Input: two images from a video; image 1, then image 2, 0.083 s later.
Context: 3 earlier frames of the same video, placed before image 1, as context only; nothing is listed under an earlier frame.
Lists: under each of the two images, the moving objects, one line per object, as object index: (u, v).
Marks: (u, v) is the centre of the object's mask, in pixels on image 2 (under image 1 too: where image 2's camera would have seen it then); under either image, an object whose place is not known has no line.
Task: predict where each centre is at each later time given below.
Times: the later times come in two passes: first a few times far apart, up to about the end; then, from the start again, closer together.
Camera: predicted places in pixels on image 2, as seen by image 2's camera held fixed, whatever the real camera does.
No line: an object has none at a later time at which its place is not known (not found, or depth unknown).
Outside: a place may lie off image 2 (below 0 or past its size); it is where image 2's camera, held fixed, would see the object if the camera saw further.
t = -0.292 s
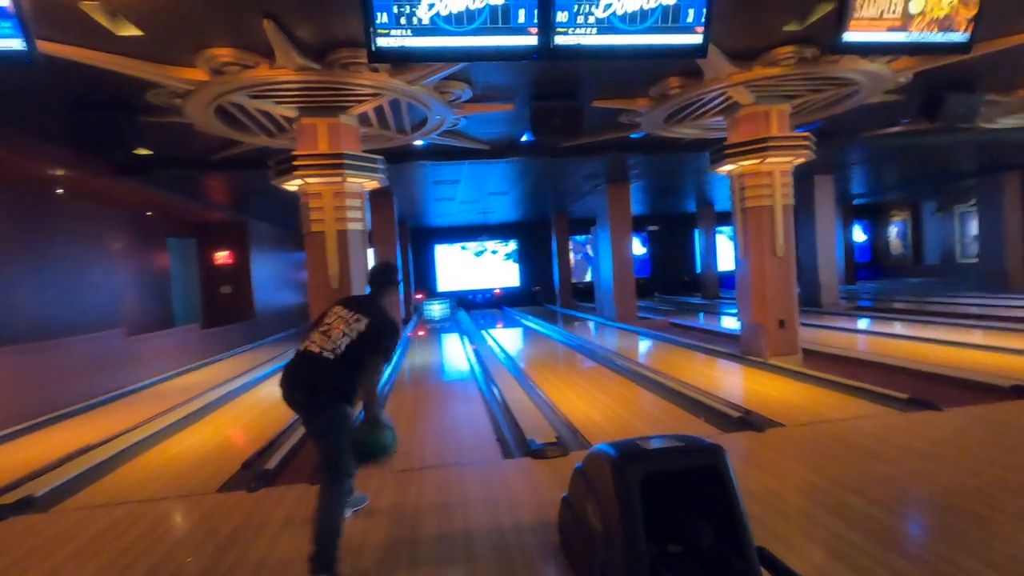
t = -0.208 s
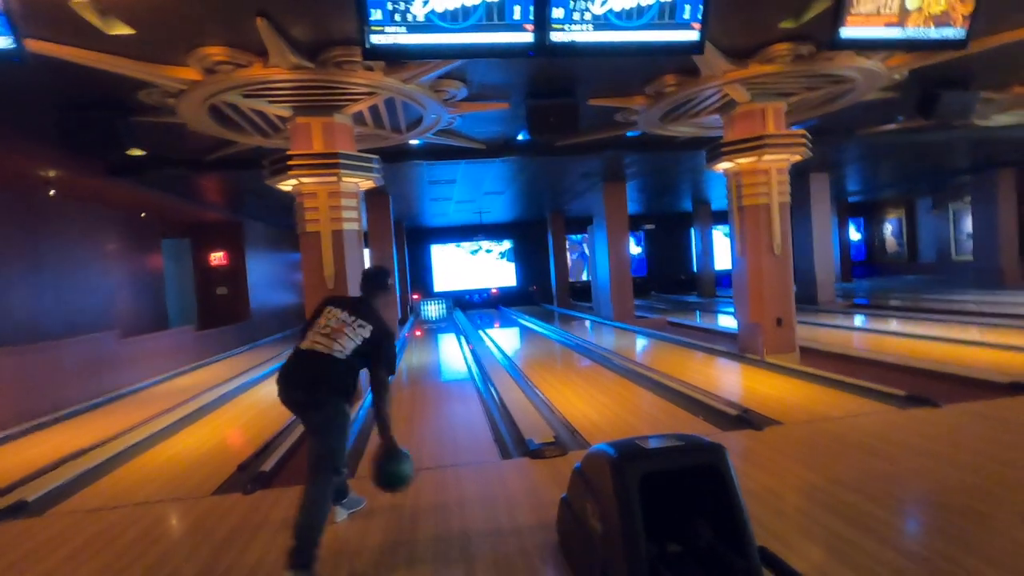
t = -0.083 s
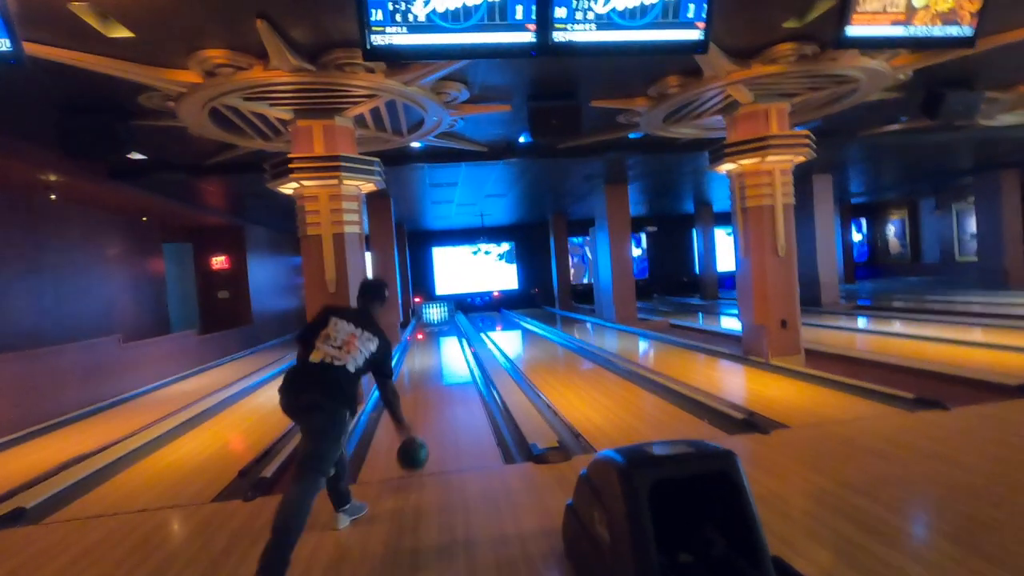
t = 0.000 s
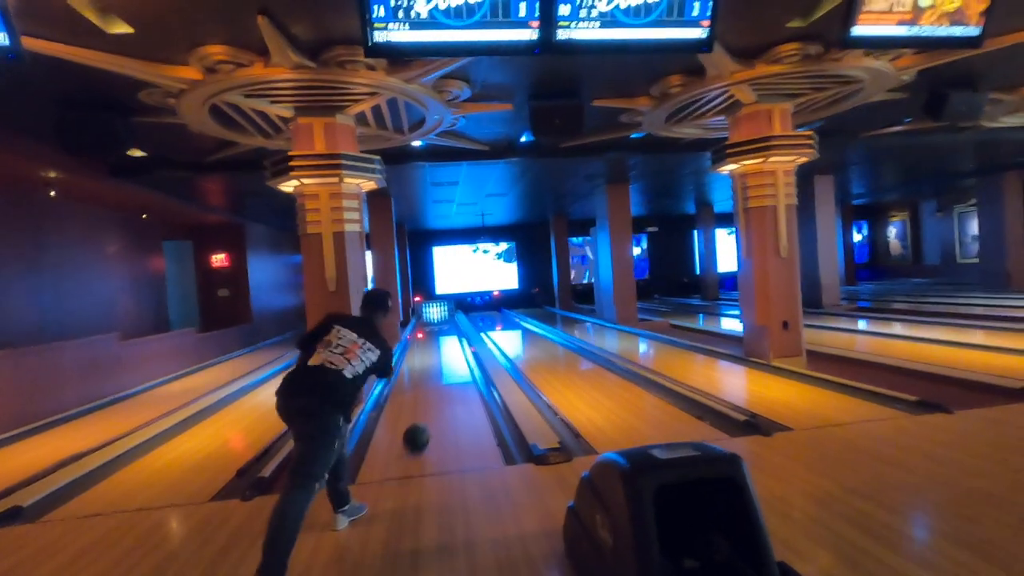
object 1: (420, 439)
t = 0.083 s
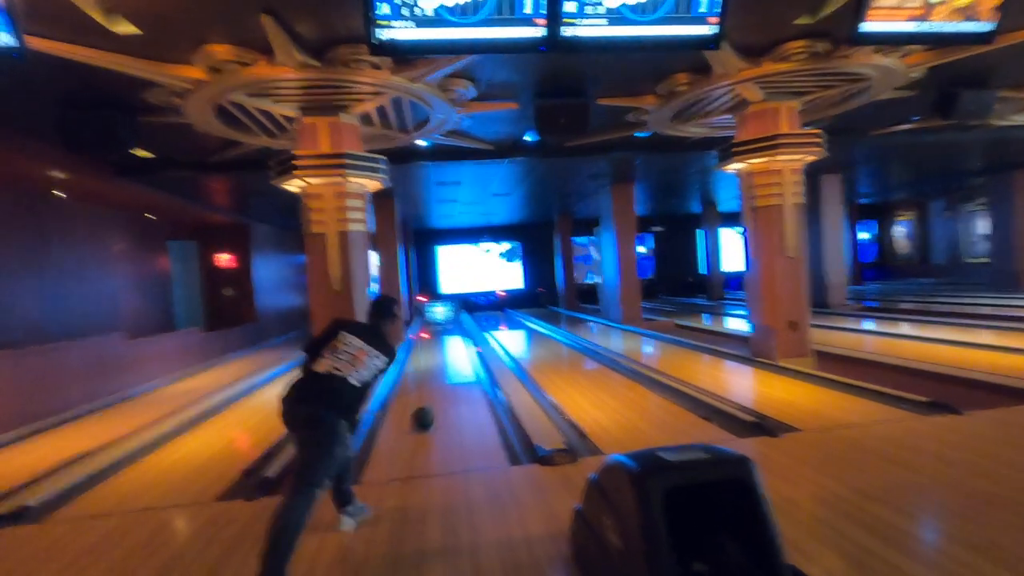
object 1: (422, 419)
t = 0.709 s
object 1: (430, 350)
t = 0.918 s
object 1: (431, 339)
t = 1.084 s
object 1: (433, 333)
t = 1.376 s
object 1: (434, 327)
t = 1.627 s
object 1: (434, 323)
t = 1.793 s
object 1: (436, 321)
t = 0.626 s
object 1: (430, 355)
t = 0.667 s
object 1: (430, 352)
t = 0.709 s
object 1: (430, 350)
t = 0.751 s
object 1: (430, 348)
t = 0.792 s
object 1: (431, 345)
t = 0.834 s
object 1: (431, 343)
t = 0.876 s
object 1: (431, 341)
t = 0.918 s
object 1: (431, 339)
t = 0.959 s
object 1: (432, 339)
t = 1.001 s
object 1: (431, 337)
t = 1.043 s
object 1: (432, 336)
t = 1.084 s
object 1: (433, 333)
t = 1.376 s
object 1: (434, 327)
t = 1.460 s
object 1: (434, 326)
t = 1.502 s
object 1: (434, 325)
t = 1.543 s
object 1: (435, 324)
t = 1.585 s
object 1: (433, 324)
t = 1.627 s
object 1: (434, 323)
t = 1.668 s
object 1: (436, 323)
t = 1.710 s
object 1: (436, 323)
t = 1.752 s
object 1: (436, 321)
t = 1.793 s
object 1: (436, 321)
